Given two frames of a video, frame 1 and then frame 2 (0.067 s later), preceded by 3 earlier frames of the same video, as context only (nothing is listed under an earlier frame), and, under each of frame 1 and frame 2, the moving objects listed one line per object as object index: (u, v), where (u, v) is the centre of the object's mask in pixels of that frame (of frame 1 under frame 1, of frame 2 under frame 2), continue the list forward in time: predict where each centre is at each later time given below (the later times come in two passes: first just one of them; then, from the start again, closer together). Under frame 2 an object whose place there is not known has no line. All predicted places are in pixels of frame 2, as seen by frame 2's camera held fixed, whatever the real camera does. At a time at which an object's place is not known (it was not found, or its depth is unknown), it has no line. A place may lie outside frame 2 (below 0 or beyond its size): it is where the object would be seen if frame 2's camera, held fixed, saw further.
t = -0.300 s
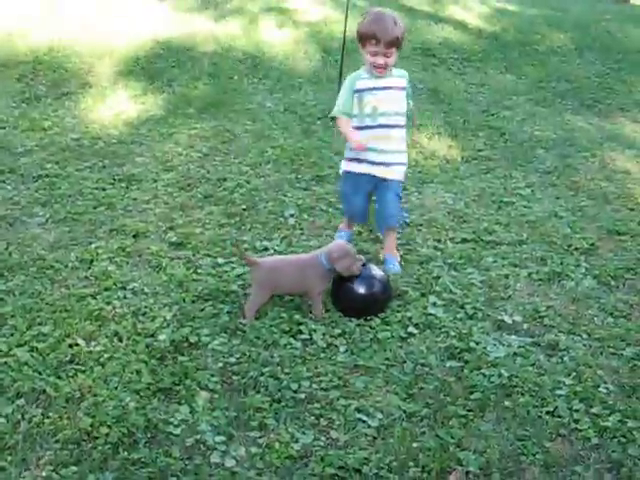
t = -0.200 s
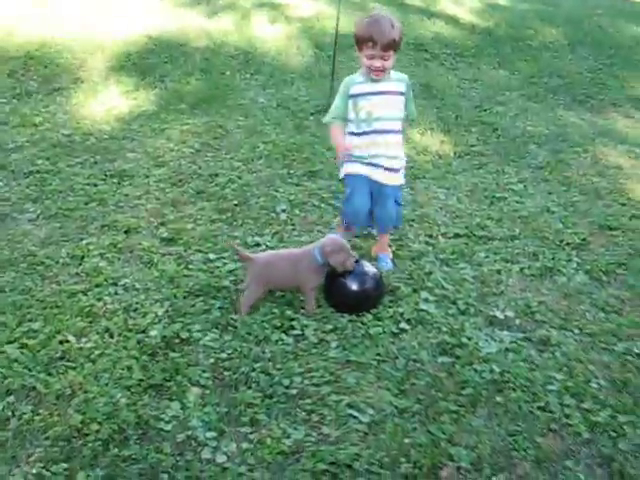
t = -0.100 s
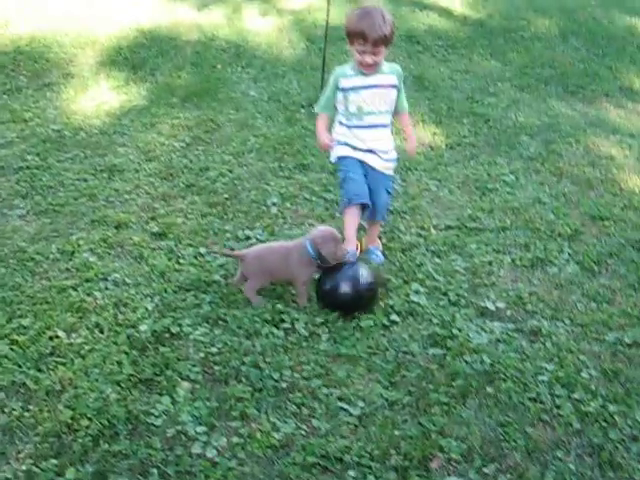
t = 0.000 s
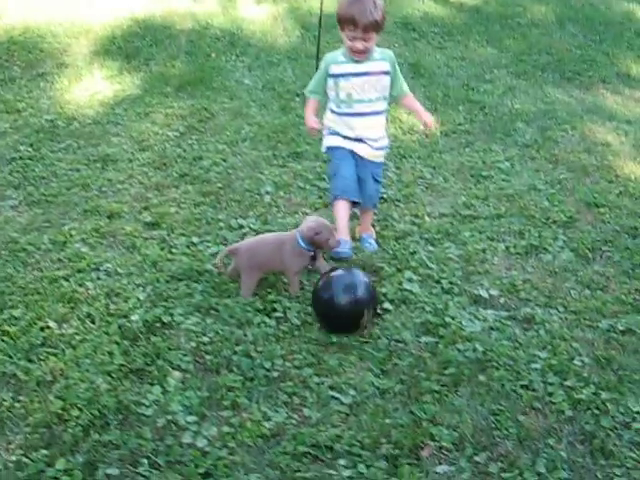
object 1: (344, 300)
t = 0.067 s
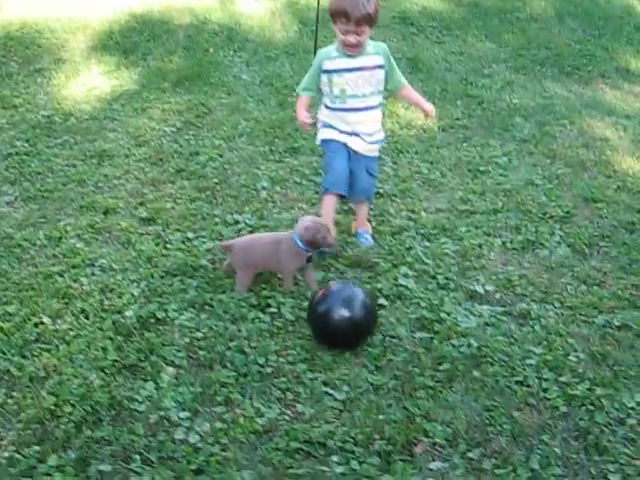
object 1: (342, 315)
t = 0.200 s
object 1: (352, 359)
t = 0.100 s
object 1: (344, 327)
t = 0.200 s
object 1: (352, 359)
